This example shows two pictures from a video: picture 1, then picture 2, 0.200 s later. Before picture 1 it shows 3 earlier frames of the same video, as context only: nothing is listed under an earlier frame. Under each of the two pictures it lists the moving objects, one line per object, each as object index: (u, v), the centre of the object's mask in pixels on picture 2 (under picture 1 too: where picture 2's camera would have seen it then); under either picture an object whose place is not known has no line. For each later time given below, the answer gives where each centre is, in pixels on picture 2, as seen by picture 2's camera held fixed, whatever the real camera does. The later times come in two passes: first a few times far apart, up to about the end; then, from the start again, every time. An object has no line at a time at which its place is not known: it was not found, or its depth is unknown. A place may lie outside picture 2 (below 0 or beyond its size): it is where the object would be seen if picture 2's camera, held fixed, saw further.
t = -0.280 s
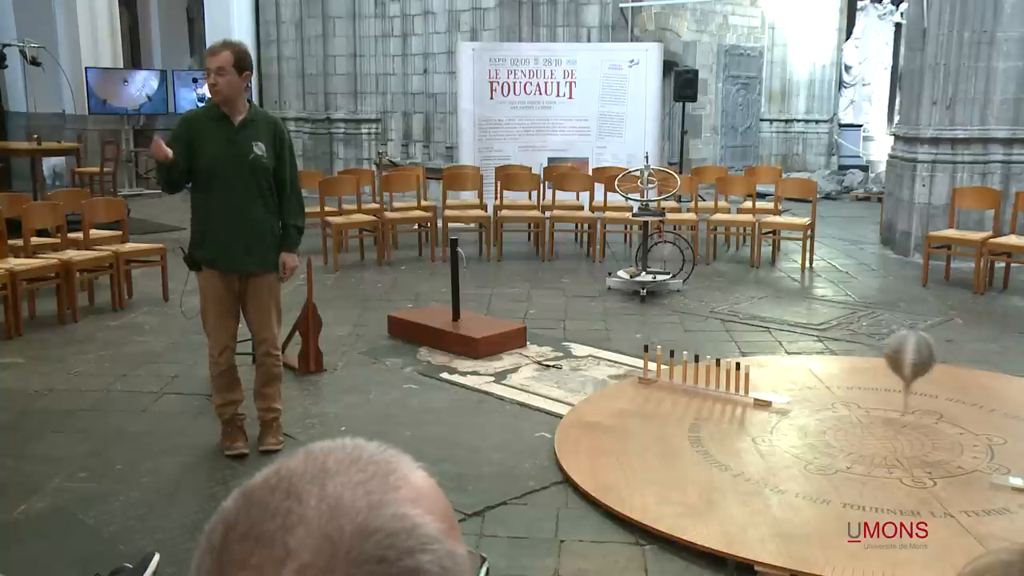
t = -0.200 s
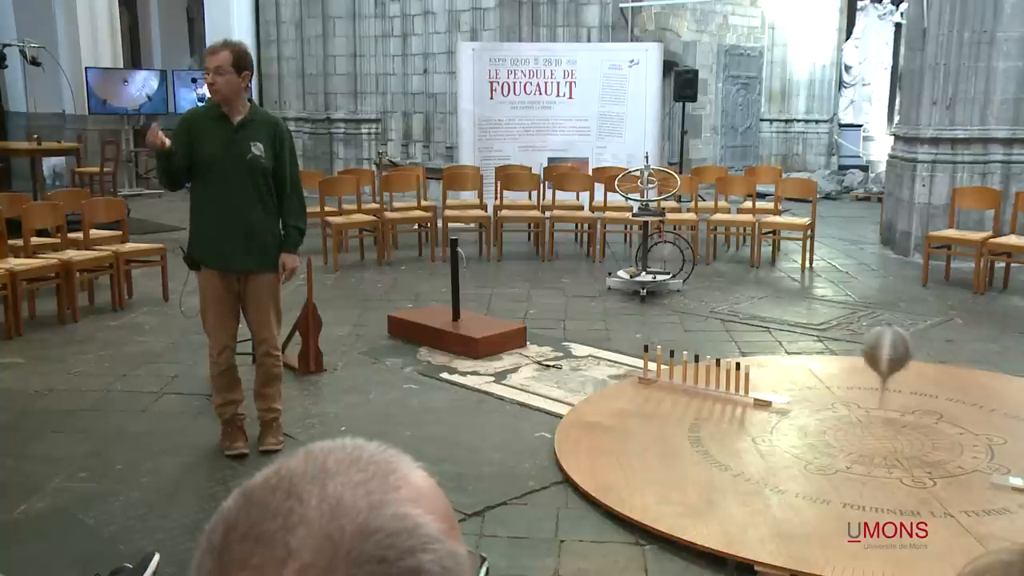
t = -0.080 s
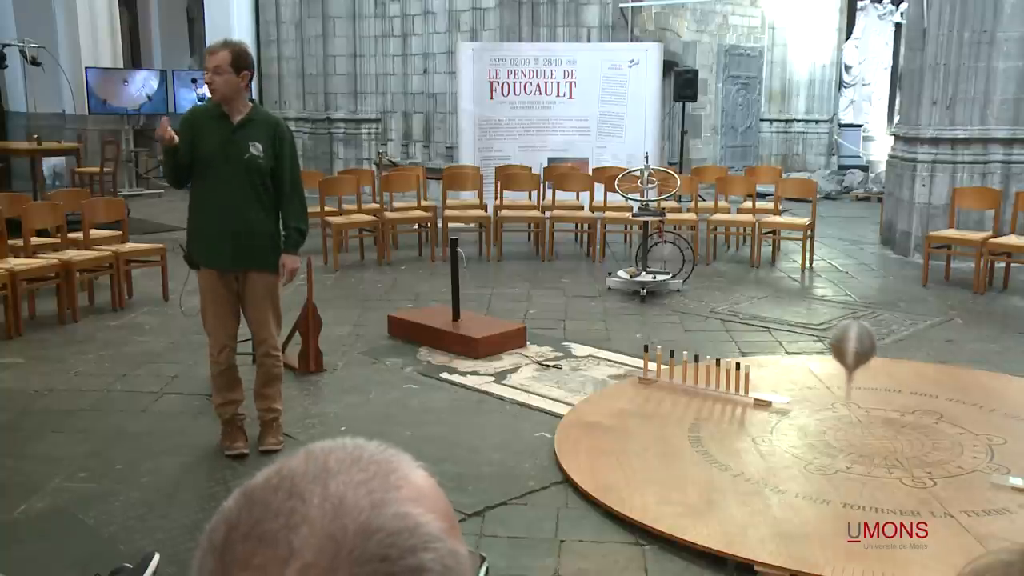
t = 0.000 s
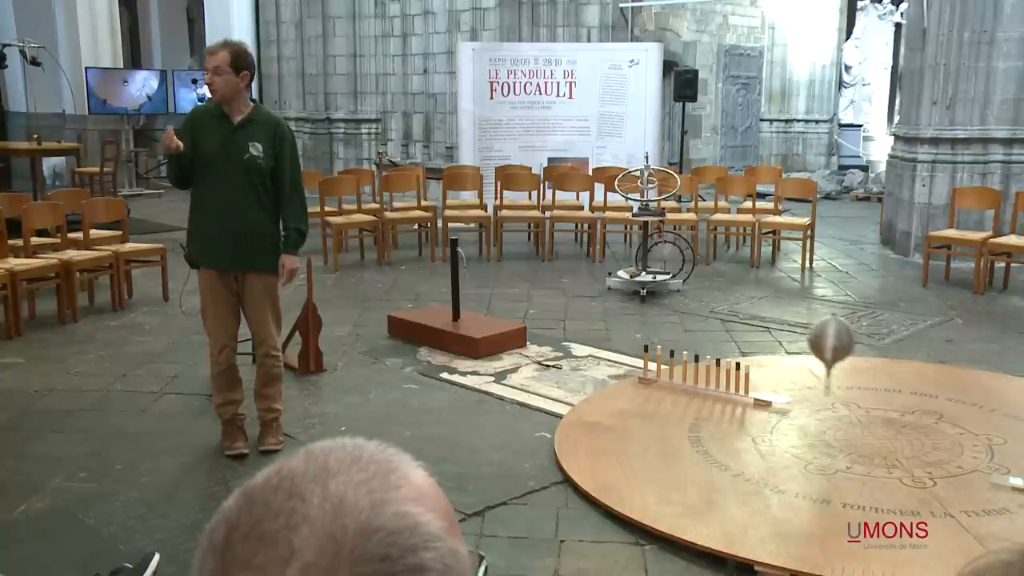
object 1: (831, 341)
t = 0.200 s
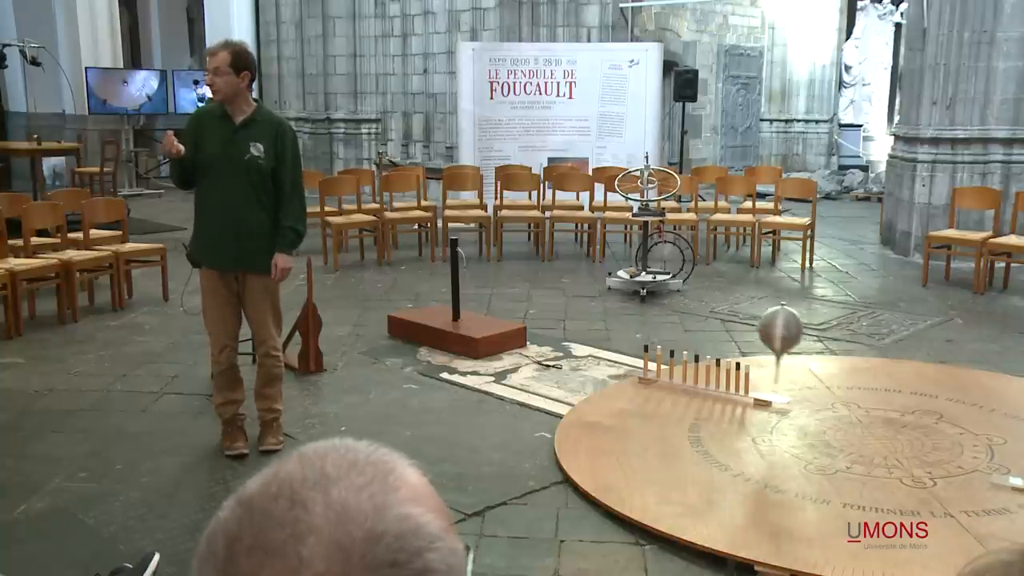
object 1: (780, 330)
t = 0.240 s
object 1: (772, 328)
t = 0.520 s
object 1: (710, 314)
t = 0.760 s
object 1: (665, 304)
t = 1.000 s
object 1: (628, 295)
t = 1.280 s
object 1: (591, 285)
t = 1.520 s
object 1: (569, 279)
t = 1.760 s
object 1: (552, 274)
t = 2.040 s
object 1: (540, 271)
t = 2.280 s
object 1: (536, 270)
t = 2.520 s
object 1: (539, 271)
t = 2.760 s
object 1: (548, 273)
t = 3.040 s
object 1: (566, 278)
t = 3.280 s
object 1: (588, 284)
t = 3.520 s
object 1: (618, 292)
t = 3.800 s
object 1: (660, 302)
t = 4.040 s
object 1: (704, 313)
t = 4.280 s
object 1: (755, 324)
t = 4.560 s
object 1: (823, 340)
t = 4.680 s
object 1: (856, 345)
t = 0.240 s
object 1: (772, 328)
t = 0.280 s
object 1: (762, 326)
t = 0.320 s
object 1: (753, 324)
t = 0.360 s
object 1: (744, 322)
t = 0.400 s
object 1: (735, 320)
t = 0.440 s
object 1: (726, 318)
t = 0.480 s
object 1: (718, 316)
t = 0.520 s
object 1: (710, 314)
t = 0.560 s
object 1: (702, 313)
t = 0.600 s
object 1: (694, 311)
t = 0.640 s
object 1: (686, 309)
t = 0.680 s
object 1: (678, 307)
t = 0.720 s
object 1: (672, 305)
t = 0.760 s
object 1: (665, 304)
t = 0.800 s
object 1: (658, 302)
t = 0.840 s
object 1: (651, 301)
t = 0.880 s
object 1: (645, 299)
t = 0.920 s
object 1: (639, 297)
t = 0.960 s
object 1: (634, 297)
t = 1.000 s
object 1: (628, 295)
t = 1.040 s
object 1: (622, 293)
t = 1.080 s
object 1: (616, 291)
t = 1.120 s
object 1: (611, 289)
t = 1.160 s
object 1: (606, 289)
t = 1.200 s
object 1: (601, 288)
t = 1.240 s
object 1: (596, 286)
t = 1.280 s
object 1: (591, 285)
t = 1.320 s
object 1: (588, 284)
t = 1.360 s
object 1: (583, 282)
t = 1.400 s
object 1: (580, 282)
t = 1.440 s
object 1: (576, 280)
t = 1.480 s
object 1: (572, 279)
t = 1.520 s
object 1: (569, 279)
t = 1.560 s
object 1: (565, 278)
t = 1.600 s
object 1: (562, 277)
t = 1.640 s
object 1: (559, 276)
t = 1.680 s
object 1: (557, 276)
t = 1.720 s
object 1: (554, 275)
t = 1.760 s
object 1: (552, 274)
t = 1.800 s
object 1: (550, 274)
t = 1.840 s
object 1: (548, 273)
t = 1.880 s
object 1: (546, 273)
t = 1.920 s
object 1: (544, 272)
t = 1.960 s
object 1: (543, 272)
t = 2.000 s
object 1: (541, 271)
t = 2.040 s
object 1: (540, 271)
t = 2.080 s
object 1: (539, 271)
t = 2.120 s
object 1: (538, 271)
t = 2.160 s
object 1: (537, 270)
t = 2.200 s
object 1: (537, 270)
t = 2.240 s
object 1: (537, 270)
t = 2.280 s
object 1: (536, 270)
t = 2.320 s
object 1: (537, 270)
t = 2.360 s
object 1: (537, 270)
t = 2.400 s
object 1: (537, 270)
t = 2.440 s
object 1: (538, 270)
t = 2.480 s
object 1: (538, 271)
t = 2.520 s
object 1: (539, 271)
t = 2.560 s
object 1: (540, 271)
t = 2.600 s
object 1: (541, 271)
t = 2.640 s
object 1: (543, 272)
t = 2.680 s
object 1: (545, 272)
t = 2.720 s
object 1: (546, 273)
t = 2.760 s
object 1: (548, 273)
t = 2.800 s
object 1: (550, 274)
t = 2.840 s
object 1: (552, 274)
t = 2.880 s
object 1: (555, 275)
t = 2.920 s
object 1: (557, 276)
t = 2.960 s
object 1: (560, 276)
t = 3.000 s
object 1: (563, 277)
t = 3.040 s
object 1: (566, 278)
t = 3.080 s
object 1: (569, 278)
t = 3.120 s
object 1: (573, 279)
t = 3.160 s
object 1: (576, 280)
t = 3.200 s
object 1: (580, 282)
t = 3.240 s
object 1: (584, 283)
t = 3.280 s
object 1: (588, 284)
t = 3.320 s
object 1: (593, 284)
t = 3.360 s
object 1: (597, 286)
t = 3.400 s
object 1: (602, 288)
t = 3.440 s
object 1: (607, 289)
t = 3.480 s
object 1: (612, 290)
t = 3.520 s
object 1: (618, 292)
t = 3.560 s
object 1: (623, 293)
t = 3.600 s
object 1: (629, 295)
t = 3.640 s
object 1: (635, 297)
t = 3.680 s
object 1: (640, 298)
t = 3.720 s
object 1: (647, 299)
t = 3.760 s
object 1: (653, 301)
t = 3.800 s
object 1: (660, 302)
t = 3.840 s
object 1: (667, 303)
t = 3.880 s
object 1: (674, 305)
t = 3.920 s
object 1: (681, 307)
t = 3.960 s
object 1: (688, 309)
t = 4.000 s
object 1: (696, 311)
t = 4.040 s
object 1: (704, 313)
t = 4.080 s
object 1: (712, 314)
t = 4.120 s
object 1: (720, 316)
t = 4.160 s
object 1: (728, 318)
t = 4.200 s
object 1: (737, 321)
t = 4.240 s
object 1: (746, 322)
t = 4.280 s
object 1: (755, 324)
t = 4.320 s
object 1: (764, 326)
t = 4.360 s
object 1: (774, 328)
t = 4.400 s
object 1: (783, 330)
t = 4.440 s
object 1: (793, 332)
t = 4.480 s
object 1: (803, 334)
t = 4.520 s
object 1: (813, 337)
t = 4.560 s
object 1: (823, 340)
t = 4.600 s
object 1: (834, 342)
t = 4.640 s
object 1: (845, 343)
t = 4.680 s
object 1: (856, 345)
